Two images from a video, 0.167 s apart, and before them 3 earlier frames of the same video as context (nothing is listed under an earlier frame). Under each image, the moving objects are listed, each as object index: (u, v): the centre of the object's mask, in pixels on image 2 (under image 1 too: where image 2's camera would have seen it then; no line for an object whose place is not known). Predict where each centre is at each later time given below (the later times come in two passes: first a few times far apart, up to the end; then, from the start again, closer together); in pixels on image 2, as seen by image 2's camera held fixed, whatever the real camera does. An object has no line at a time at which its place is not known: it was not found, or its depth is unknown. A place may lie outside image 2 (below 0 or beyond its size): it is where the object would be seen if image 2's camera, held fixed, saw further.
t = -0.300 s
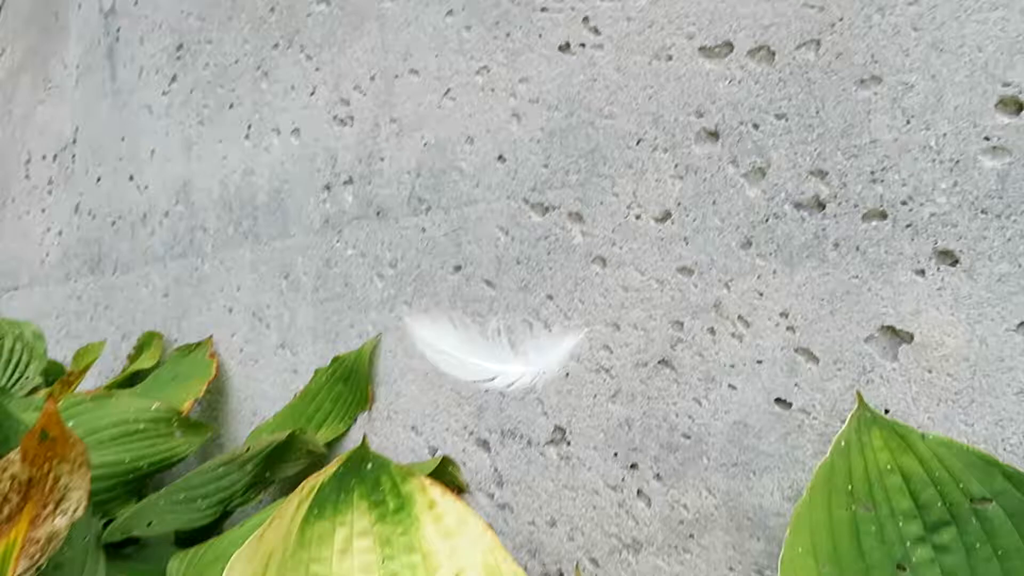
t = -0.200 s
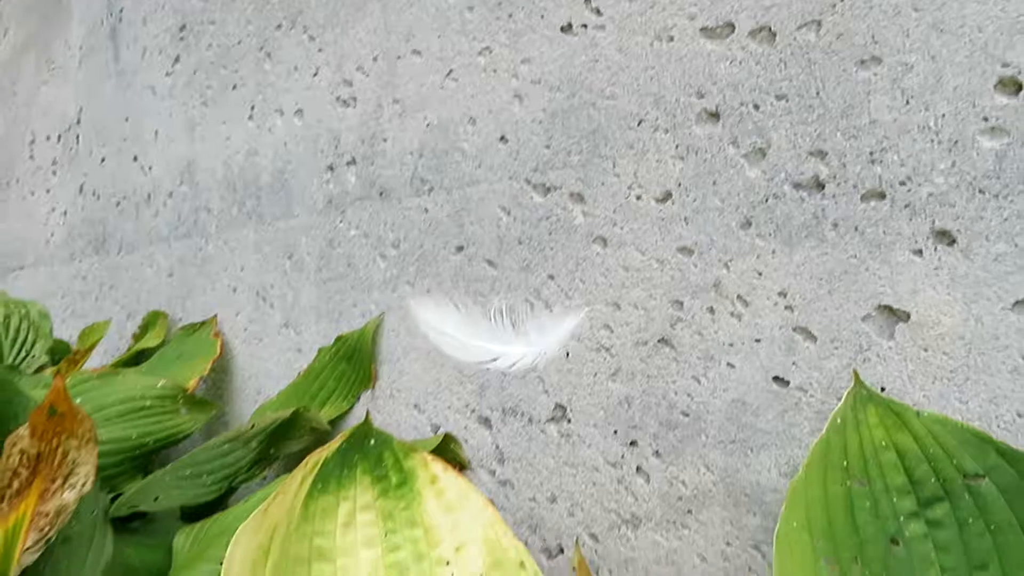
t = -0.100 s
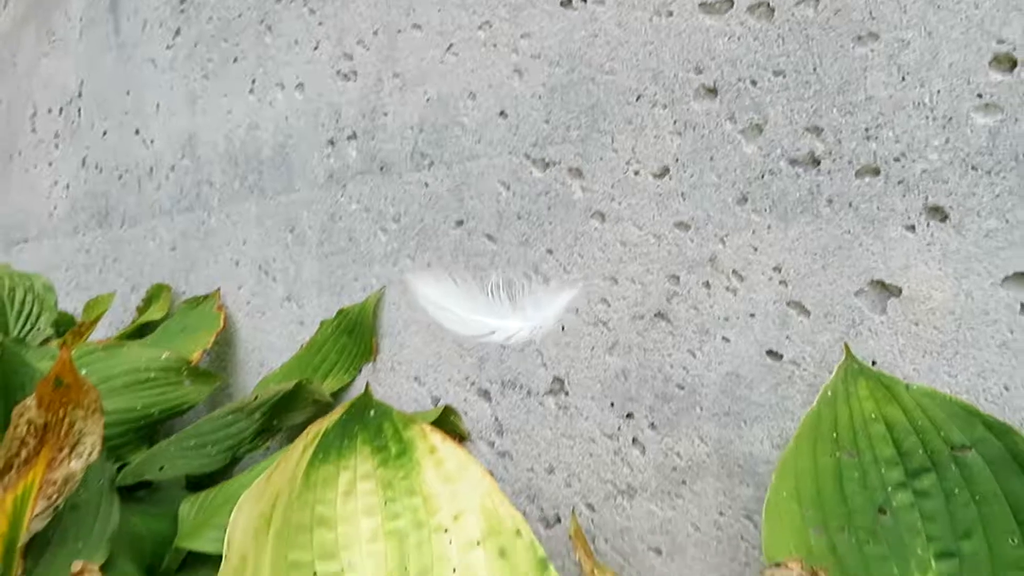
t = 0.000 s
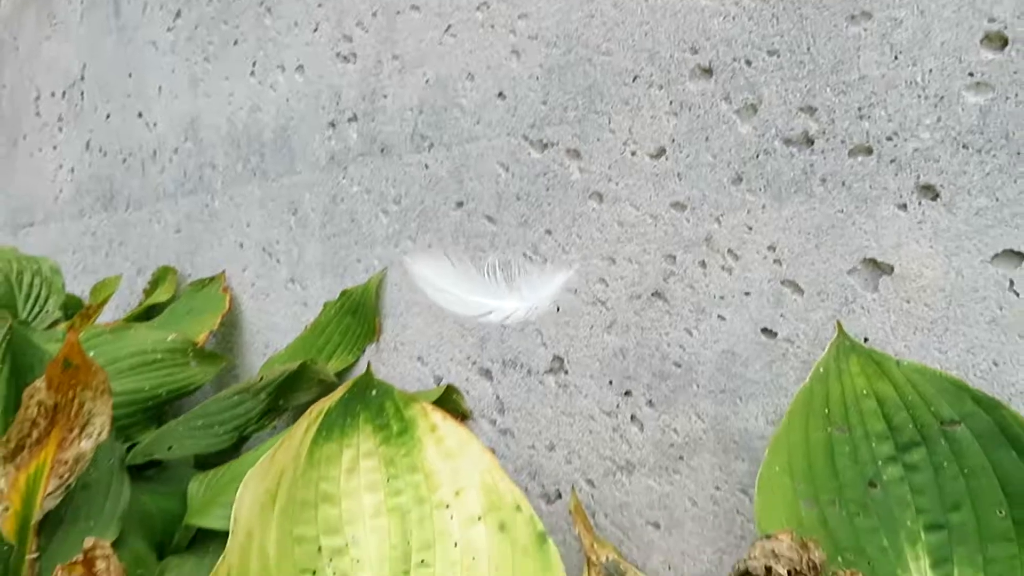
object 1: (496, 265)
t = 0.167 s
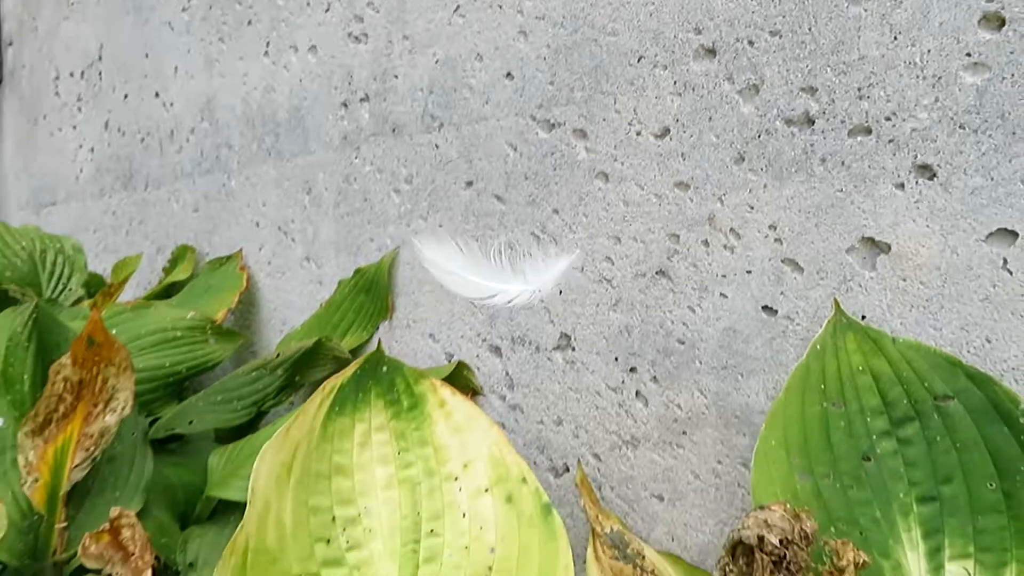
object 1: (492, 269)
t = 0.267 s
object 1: (494, 284)
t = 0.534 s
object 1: (487, 269)
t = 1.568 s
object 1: (499, 292)
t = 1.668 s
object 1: (505, 295)
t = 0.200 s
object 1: (492, 274)
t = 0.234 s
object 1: (494, 278)
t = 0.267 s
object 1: (494, 284)
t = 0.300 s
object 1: (495, 287)
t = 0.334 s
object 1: (494, 288)
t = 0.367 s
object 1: (494, 288)
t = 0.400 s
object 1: (494, 286)
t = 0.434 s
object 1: (491, 284)
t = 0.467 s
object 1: (490, 280)
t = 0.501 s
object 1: (488, 275)
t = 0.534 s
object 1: (487, 269)
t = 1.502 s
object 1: (498, 288)
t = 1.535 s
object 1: (499, 291)
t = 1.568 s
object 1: (499, 292)
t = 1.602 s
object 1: (501, 293)
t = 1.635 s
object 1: (503, 293)
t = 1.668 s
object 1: (505, 295)
